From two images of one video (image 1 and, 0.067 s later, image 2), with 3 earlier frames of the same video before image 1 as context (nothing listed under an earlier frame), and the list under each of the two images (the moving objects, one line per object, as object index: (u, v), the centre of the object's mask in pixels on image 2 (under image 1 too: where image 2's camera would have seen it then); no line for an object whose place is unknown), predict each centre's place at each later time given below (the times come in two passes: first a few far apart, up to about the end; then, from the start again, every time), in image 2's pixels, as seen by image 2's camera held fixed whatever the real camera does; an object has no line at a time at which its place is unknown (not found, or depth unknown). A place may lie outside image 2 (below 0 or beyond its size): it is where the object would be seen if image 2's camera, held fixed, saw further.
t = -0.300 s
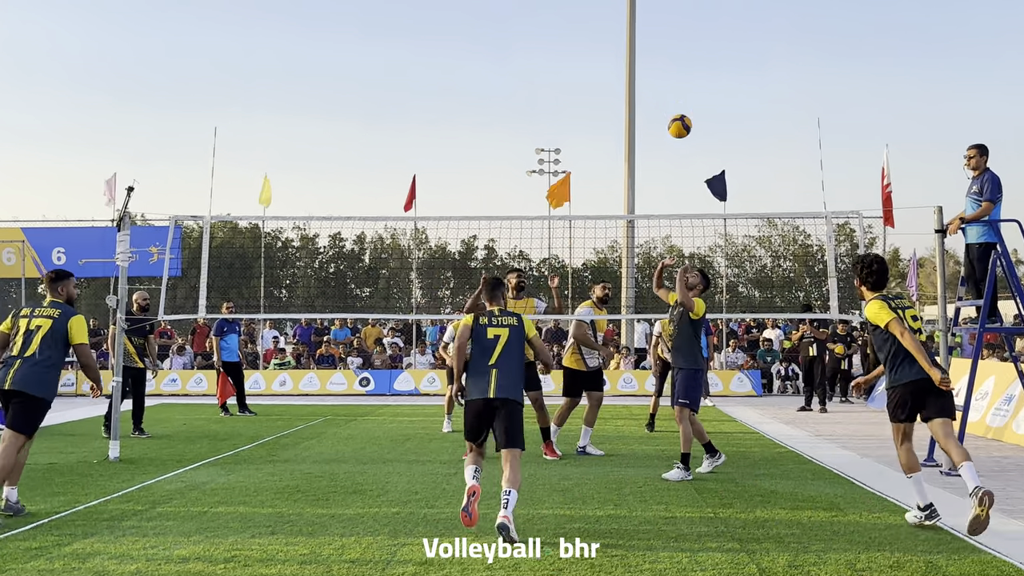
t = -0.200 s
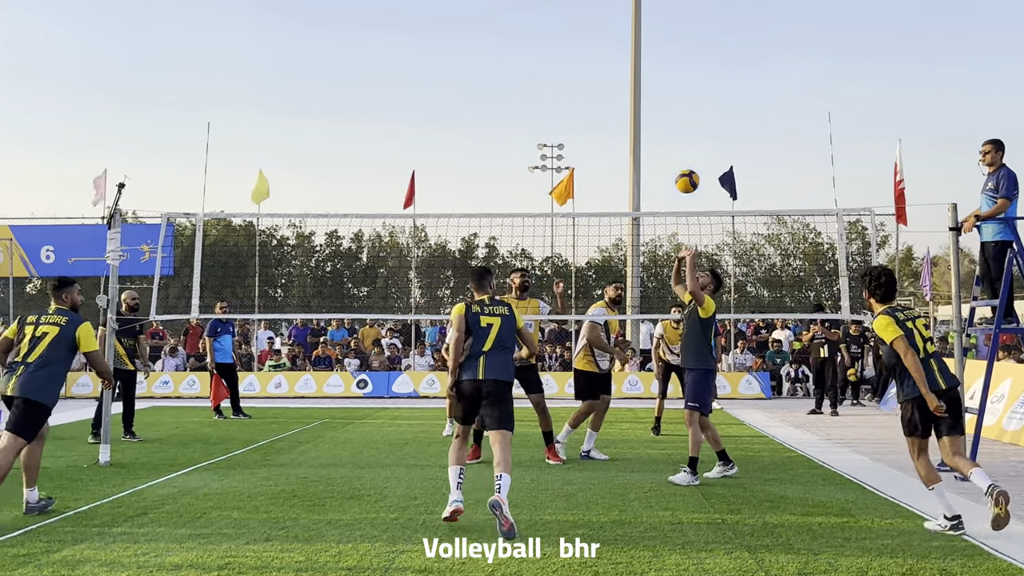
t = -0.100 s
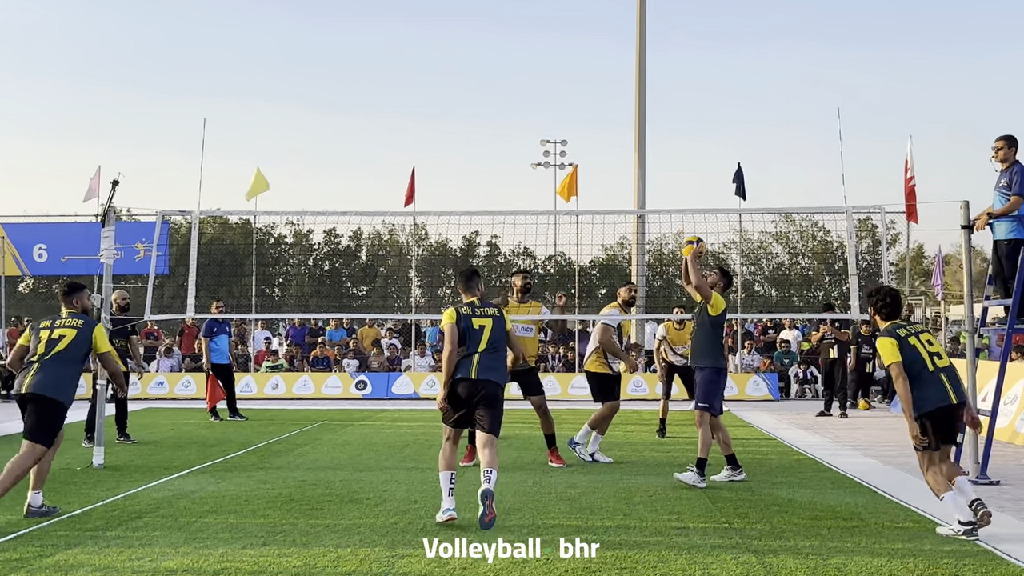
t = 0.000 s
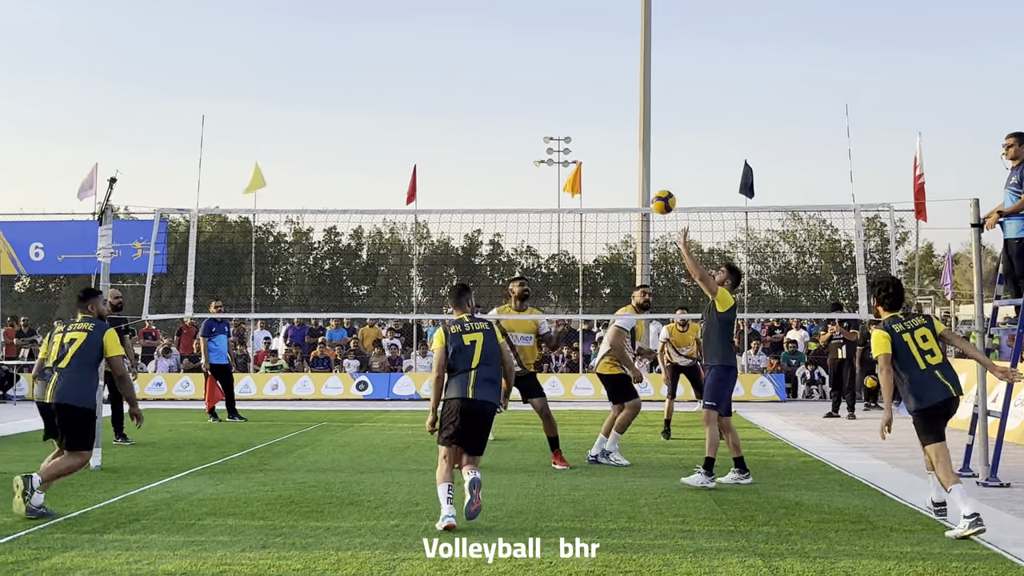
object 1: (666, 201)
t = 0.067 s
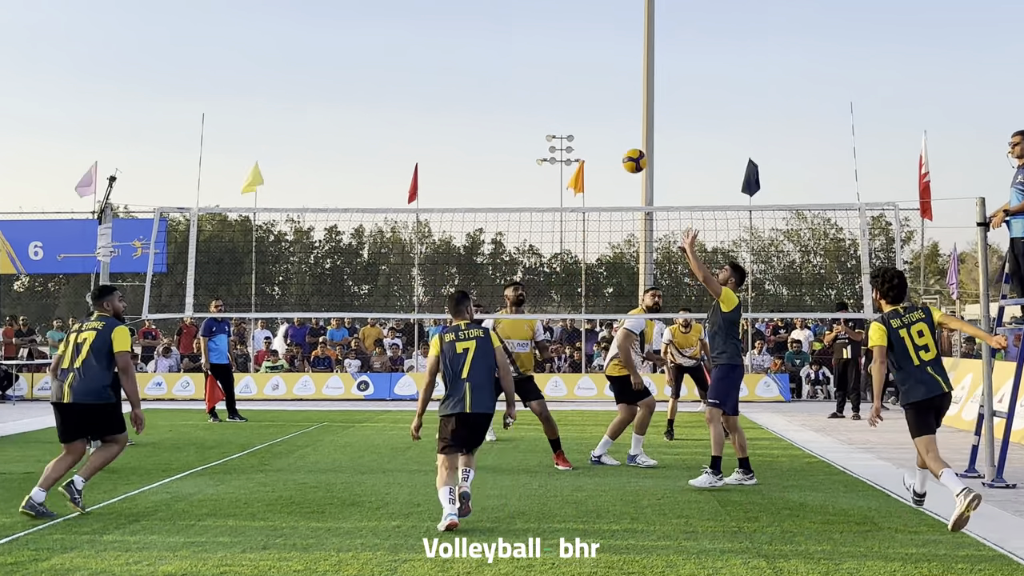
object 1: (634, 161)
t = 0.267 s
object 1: (543, 74)
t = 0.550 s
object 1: (416, 32)
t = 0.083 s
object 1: (627, 152)
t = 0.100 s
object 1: (619, 143)
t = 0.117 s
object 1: (611, 134)
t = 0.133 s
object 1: (604, 126)
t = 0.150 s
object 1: (596, 119)
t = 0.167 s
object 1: (589, 111)
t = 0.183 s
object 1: (581, 104)
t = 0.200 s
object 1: (573, 97)
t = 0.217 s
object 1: (566, 91)
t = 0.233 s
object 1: (558, 85)
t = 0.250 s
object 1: (551, 79)
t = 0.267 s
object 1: (543, 74)
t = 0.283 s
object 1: (536, 69)
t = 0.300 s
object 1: (528, 64)
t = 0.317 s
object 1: (520, 60)
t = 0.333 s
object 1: (513, 56)
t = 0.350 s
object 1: (505, 52)
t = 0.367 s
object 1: (498, 49)
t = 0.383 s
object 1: (490, 45)
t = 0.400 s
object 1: (482, 43)
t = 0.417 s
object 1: (475, 40)
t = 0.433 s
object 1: (467, 38)
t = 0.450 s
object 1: (460, 36)
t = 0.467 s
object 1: (453, 35)
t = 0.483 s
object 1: (445, 33)
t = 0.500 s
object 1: (438, 32)
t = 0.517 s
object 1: (430, 32)
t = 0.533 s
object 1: (423, 32)
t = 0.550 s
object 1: (416, 32)
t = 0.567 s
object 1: (408, 32)
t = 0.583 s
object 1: (401, 32)
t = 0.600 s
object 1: (394, 33)
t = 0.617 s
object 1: (386, 34)
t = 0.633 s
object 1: (379, 36)
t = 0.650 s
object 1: (372, 38)
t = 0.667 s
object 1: (364, 40)
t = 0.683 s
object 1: (357, 43)
